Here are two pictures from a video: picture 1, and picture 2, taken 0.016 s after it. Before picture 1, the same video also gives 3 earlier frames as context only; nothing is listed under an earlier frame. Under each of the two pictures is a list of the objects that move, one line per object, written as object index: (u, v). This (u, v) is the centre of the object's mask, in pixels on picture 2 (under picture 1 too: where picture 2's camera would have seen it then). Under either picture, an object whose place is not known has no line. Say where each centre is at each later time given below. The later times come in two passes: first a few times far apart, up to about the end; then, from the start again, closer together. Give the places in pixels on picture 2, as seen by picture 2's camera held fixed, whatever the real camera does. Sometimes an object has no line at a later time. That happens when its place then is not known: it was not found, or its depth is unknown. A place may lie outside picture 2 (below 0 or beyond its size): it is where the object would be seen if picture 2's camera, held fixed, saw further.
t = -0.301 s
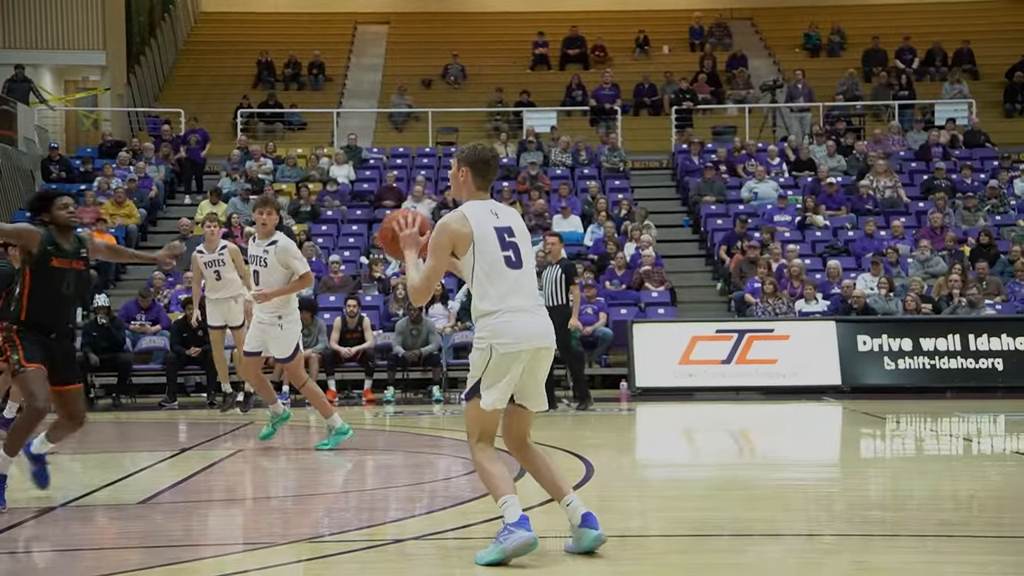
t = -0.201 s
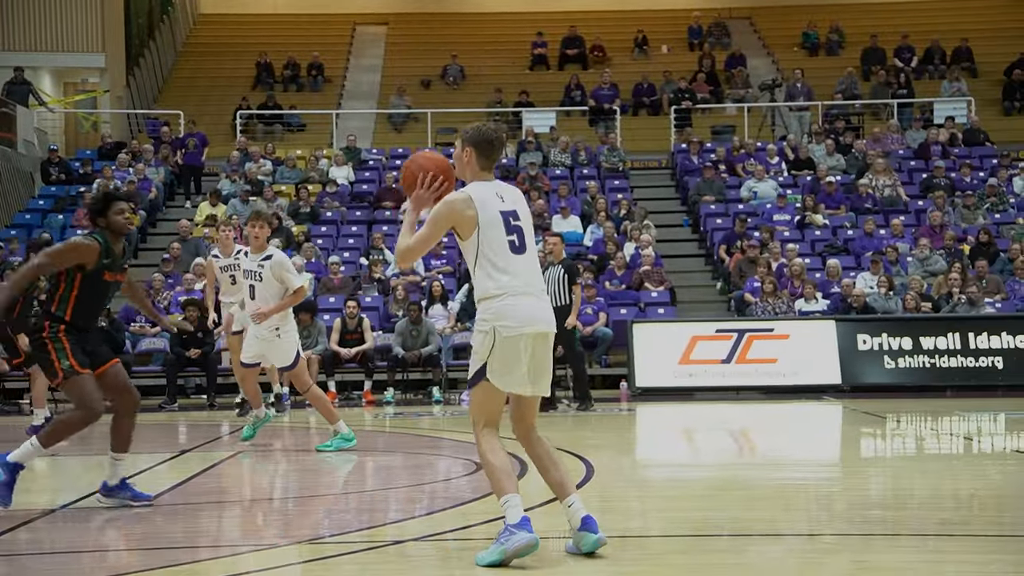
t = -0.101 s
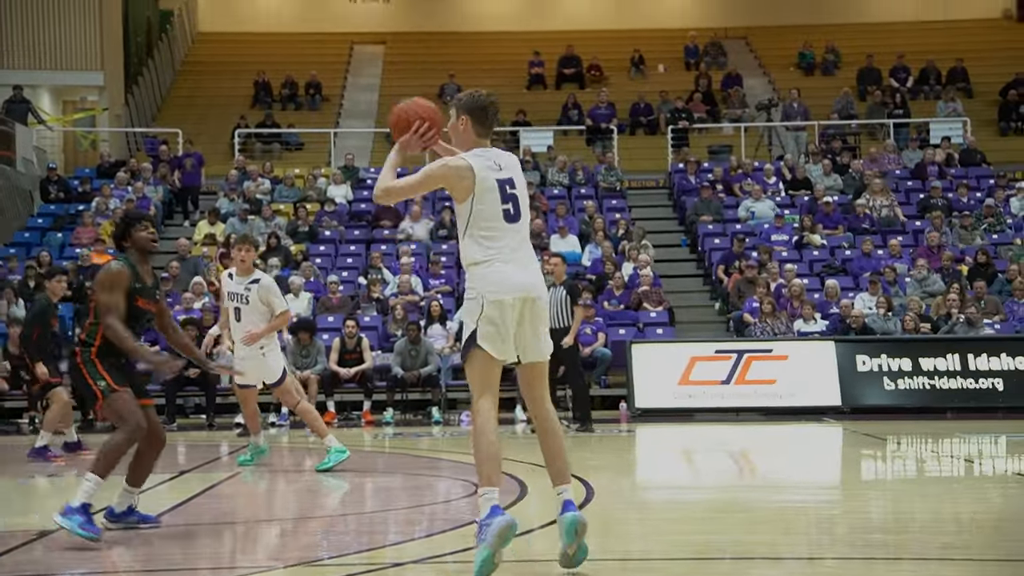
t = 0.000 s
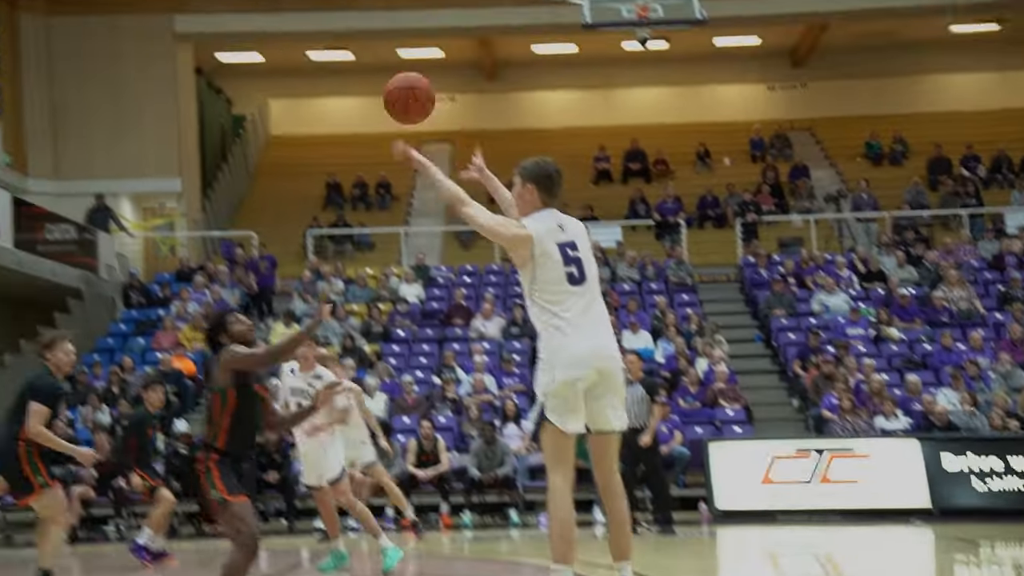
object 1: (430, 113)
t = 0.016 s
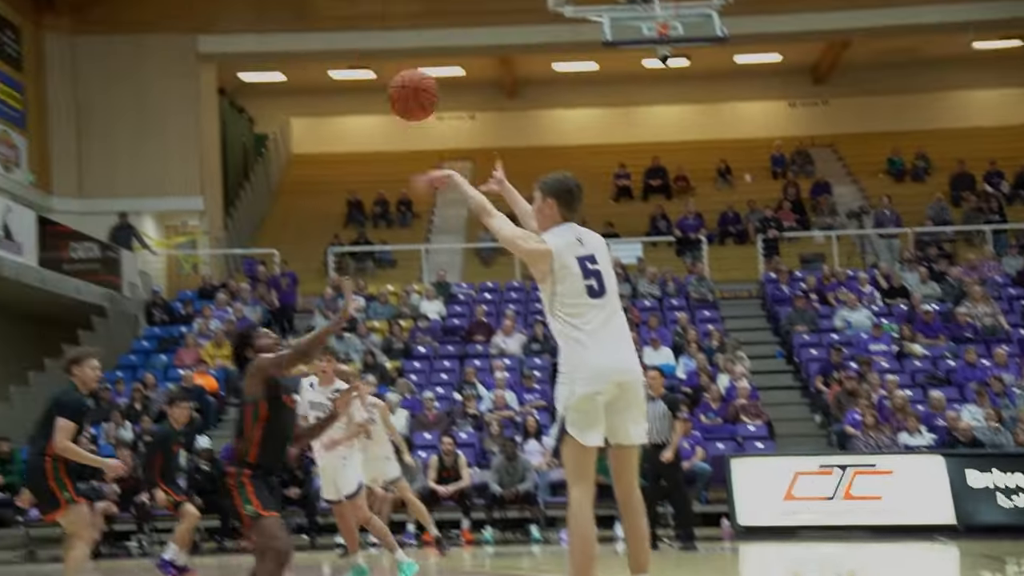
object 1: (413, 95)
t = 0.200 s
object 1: (248, -81)
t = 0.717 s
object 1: (-100, -190)
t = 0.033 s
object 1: (398, 76)
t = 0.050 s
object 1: (385, 57)
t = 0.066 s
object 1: (371, 39)
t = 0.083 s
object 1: (356, 21)
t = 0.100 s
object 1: (338, 3)
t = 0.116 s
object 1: (320, -14)
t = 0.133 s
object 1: (303, -30)
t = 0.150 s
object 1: (288, -44)
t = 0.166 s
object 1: (275, -57)
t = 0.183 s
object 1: (261, -70)
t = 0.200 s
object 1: (248, -81)
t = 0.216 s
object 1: (234, -93)
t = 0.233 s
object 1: (221, -104)
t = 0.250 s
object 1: (208, -115)
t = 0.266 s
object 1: (196, -125)
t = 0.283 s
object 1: (184, -135)
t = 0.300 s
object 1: (172, -144)
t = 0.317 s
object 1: (161, -151)
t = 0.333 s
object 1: (149, -159)
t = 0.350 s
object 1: (139, -166)
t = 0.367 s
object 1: (128, -171)
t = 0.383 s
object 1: (116, -178)
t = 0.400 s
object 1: (106, -182)
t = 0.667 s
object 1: (-71, -199)
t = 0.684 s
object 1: (-81, -197)
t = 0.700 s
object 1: (-91, -194)
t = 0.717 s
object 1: (-100, -190)
